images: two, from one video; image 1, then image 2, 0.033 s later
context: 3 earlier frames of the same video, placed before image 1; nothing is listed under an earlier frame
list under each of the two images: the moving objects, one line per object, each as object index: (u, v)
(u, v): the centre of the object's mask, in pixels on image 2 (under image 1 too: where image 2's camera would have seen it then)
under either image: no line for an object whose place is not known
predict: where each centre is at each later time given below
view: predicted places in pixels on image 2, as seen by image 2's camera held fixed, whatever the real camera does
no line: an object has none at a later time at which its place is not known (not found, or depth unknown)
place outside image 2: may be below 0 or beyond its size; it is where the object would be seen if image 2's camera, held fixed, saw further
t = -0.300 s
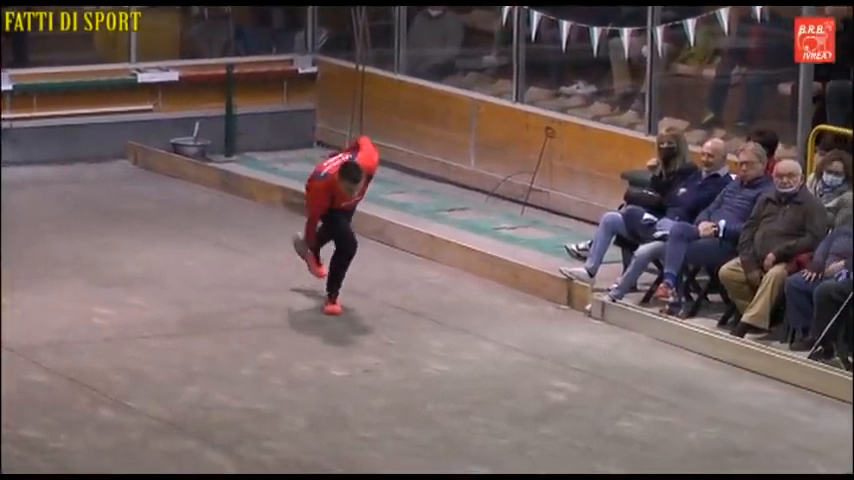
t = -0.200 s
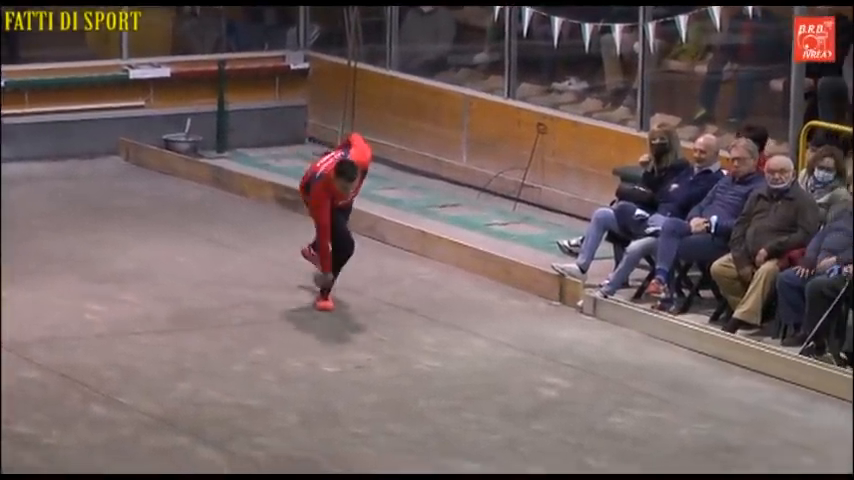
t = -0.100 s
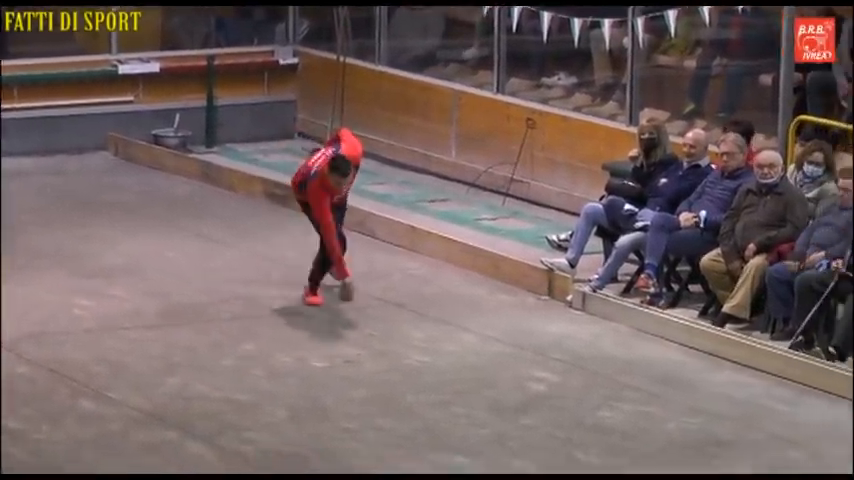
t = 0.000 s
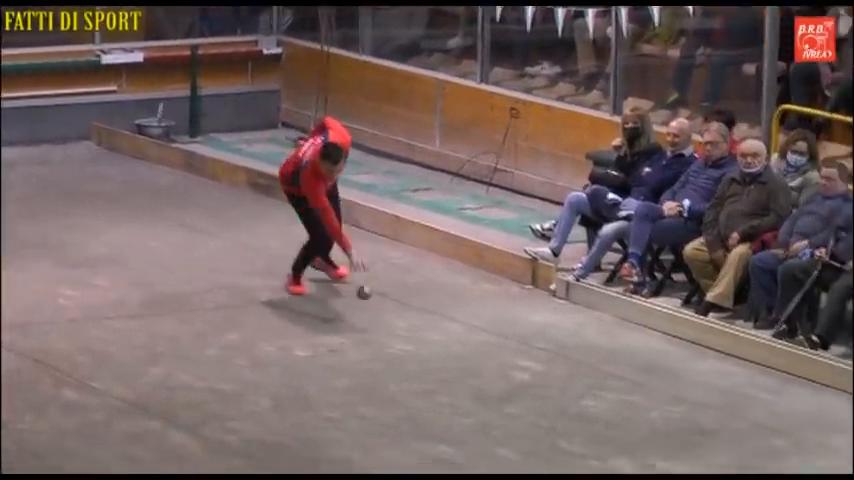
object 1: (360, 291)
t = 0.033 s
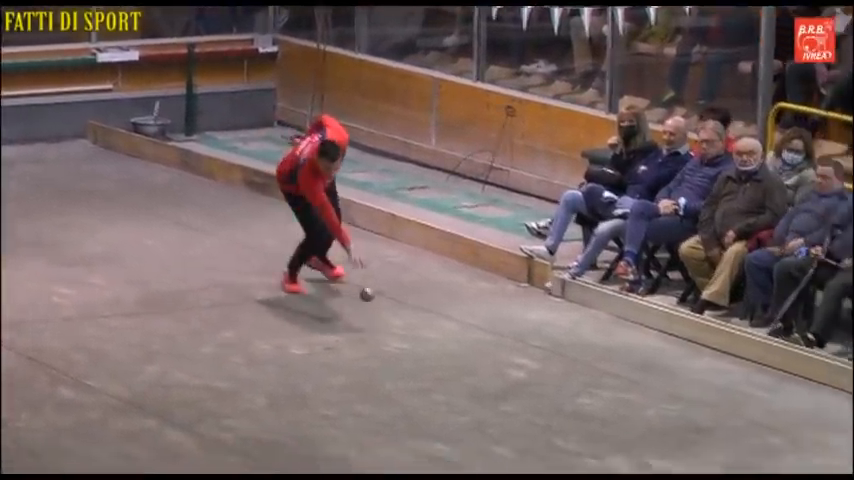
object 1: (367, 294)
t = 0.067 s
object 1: (380, 303)
